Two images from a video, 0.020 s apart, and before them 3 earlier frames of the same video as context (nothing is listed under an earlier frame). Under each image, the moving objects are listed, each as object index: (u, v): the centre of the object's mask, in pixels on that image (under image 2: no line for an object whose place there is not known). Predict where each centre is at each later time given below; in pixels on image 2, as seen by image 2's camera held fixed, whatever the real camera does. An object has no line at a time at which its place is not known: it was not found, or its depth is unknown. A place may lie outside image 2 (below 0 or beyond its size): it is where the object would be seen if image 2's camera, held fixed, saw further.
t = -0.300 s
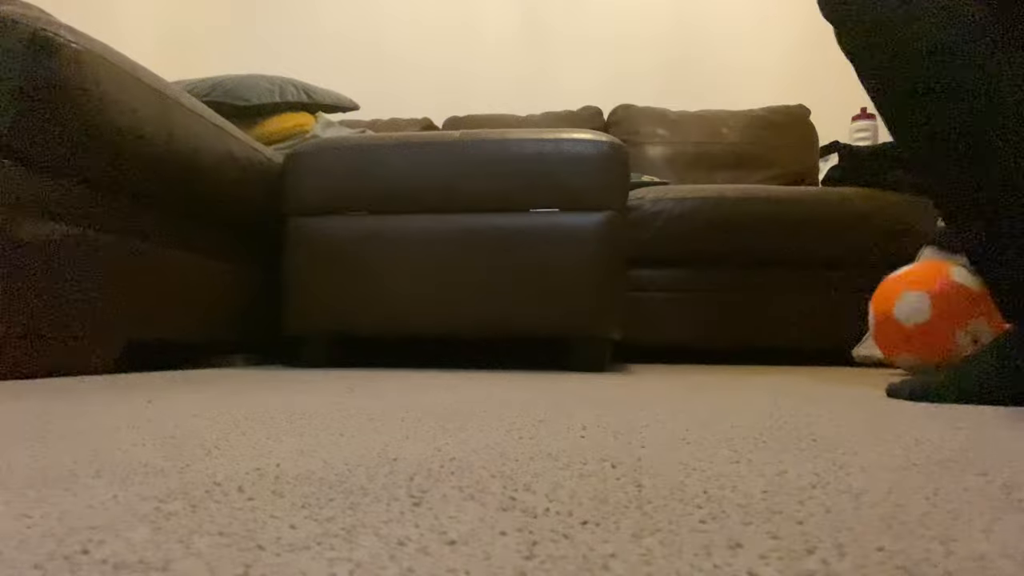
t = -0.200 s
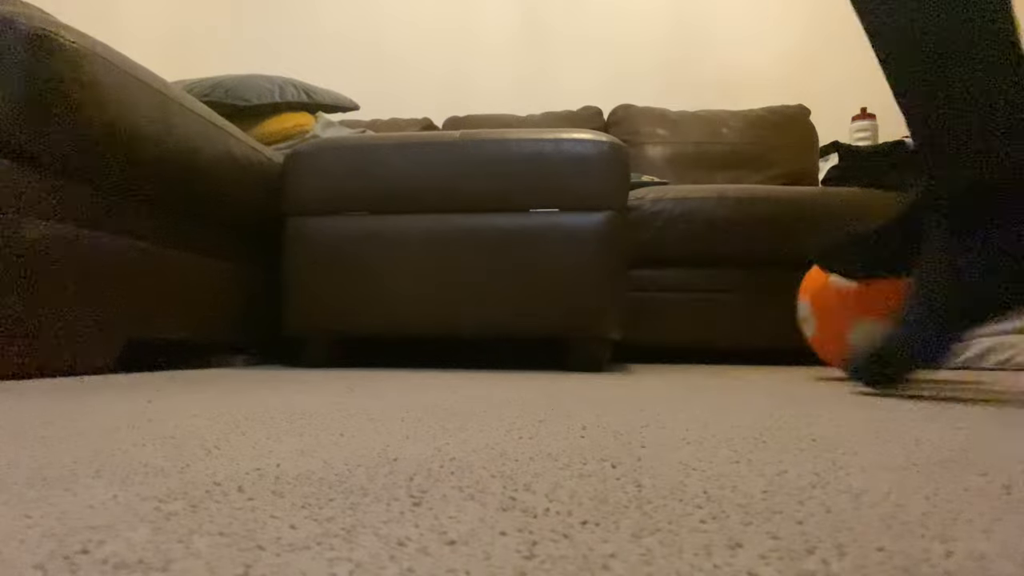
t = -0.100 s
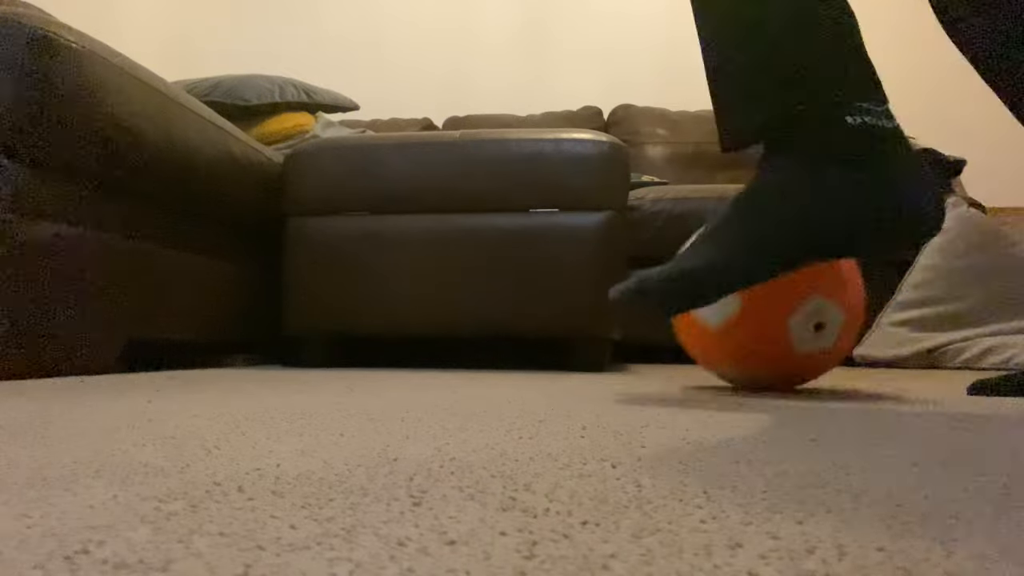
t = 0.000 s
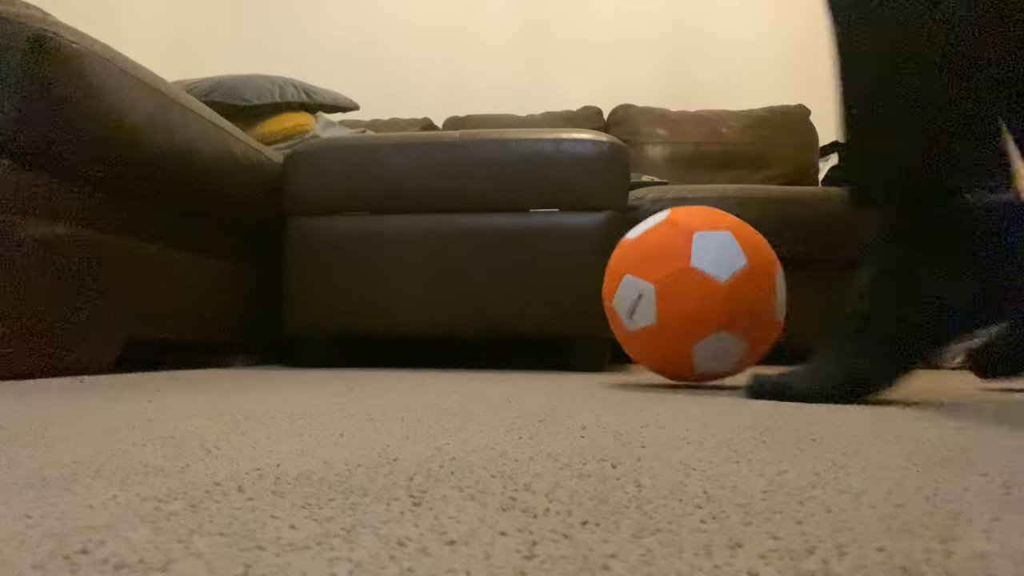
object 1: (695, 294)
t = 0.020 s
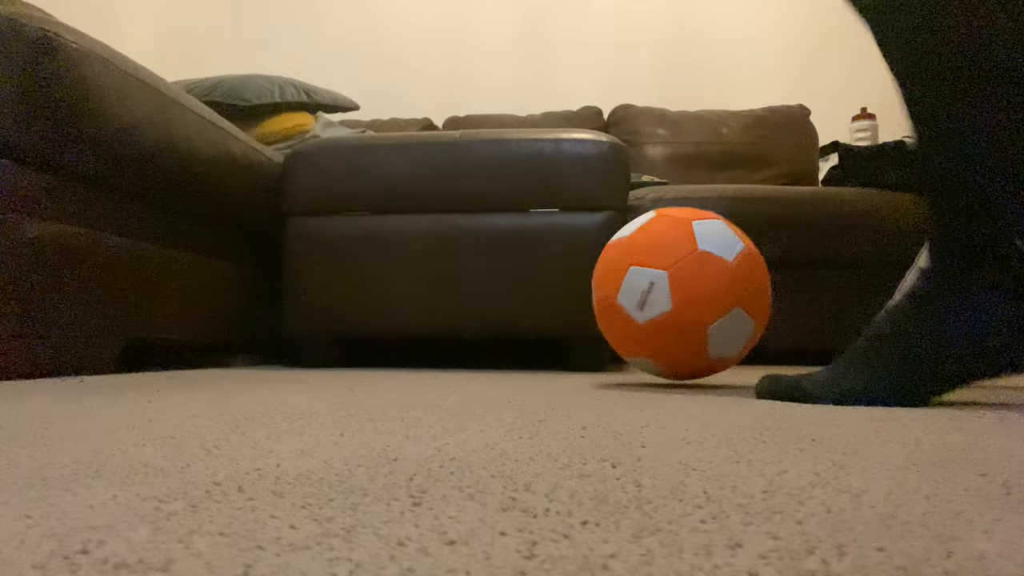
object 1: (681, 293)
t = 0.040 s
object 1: (669, 301)
